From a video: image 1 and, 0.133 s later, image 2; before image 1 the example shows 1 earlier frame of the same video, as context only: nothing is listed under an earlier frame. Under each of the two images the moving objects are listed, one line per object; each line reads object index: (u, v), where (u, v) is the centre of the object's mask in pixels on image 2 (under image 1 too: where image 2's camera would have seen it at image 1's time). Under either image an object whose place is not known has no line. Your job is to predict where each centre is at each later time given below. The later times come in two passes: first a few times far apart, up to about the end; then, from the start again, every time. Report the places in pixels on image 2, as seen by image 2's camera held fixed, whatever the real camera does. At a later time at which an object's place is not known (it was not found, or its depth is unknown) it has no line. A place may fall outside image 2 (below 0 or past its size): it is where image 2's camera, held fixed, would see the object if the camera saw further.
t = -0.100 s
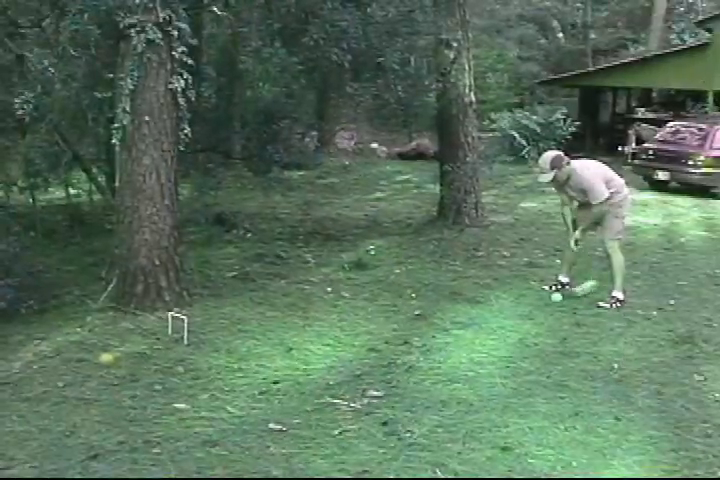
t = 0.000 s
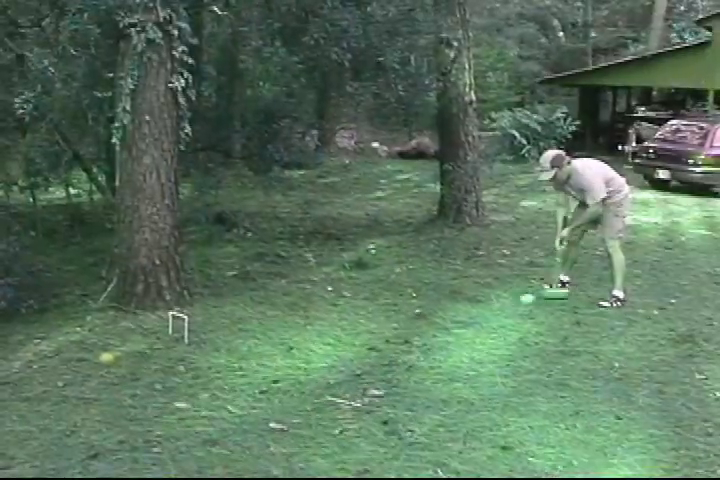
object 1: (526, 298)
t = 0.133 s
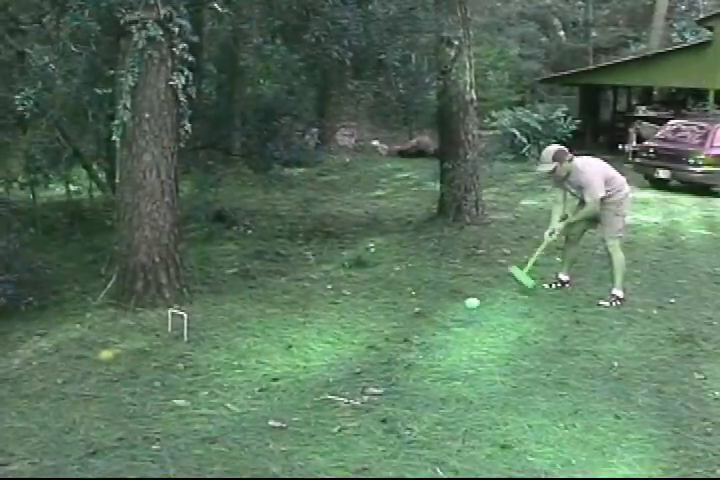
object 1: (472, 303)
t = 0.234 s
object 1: (434, 309)
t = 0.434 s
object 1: (364, 314)
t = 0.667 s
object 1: (294, 317)
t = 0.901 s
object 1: (229, 319)
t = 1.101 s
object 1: (184, 322)
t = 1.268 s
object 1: (159, 336)
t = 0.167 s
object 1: (459, 304)
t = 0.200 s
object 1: (447, 307)
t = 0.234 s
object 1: (434, 309)
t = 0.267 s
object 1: (422, 310)
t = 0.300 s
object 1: (411, 308)
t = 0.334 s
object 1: (399, 307)
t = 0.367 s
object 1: (389, 308)
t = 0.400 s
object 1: (377, 310)
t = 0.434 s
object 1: (364, 314)
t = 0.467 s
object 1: (354, 315)
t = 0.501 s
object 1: (345, 312)
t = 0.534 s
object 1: (335, 310)
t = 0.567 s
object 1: (324, 310)
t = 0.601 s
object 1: (314, 311)
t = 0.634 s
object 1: (304, 314)
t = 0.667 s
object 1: (294, 317)
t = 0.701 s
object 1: (283, 319)
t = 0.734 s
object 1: (274, 316)
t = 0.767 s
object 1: (266, 316)
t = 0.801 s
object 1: (256, 316)
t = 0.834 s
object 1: (247, 318)
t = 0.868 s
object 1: (238, 319)
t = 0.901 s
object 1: (229, 319)
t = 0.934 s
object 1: (221, 320)
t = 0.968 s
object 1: (212, 320)
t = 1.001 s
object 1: (204, 320)
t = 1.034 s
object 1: (198, 319)
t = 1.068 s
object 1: (191, 319)
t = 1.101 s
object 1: (184, 322)
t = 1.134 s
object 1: (178, 326)
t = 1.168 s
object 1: (172, 330)
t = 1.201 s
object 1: (168, 331)
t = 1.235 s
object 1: (163, 333)
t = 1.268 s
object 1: (159, 336)
